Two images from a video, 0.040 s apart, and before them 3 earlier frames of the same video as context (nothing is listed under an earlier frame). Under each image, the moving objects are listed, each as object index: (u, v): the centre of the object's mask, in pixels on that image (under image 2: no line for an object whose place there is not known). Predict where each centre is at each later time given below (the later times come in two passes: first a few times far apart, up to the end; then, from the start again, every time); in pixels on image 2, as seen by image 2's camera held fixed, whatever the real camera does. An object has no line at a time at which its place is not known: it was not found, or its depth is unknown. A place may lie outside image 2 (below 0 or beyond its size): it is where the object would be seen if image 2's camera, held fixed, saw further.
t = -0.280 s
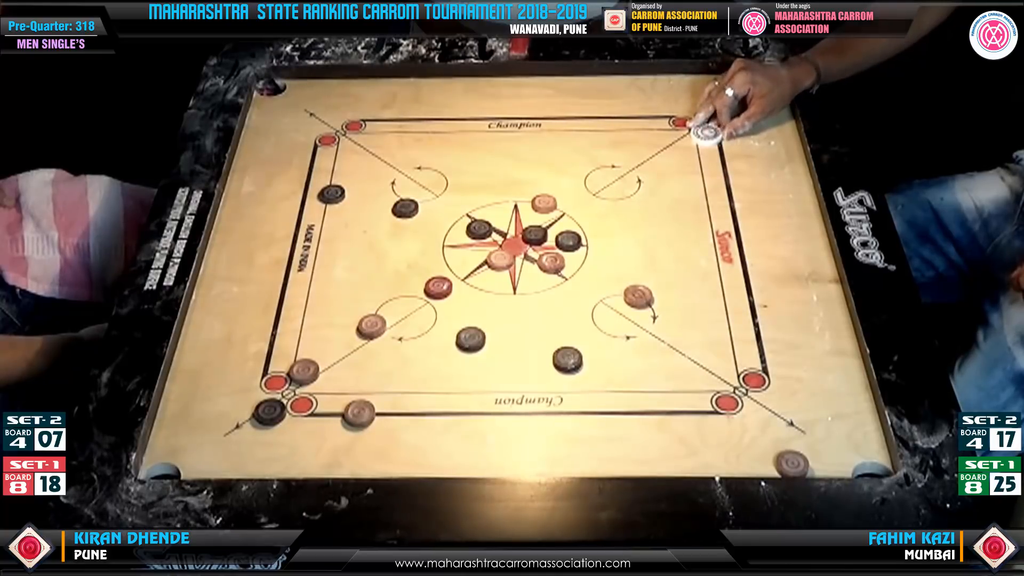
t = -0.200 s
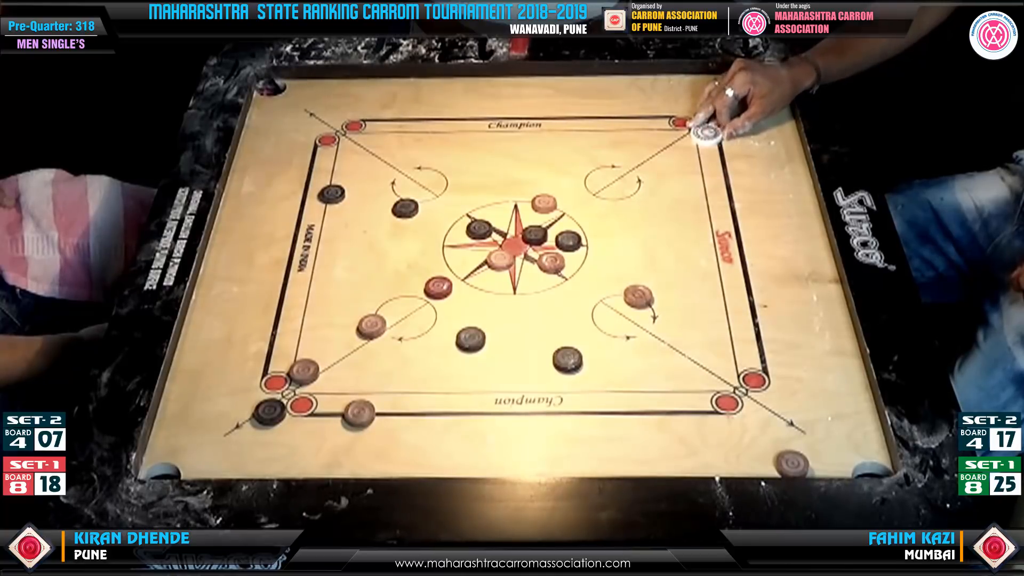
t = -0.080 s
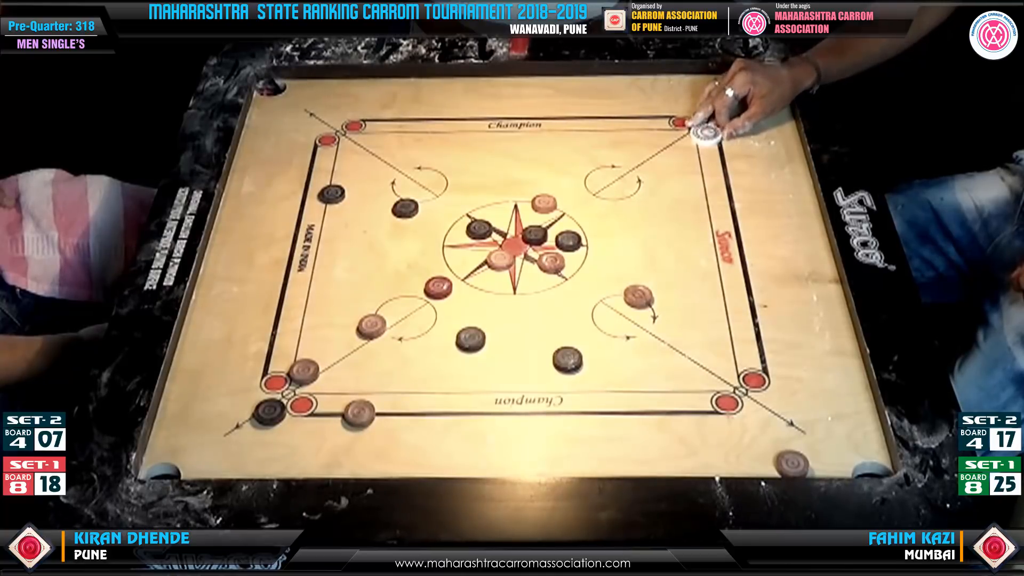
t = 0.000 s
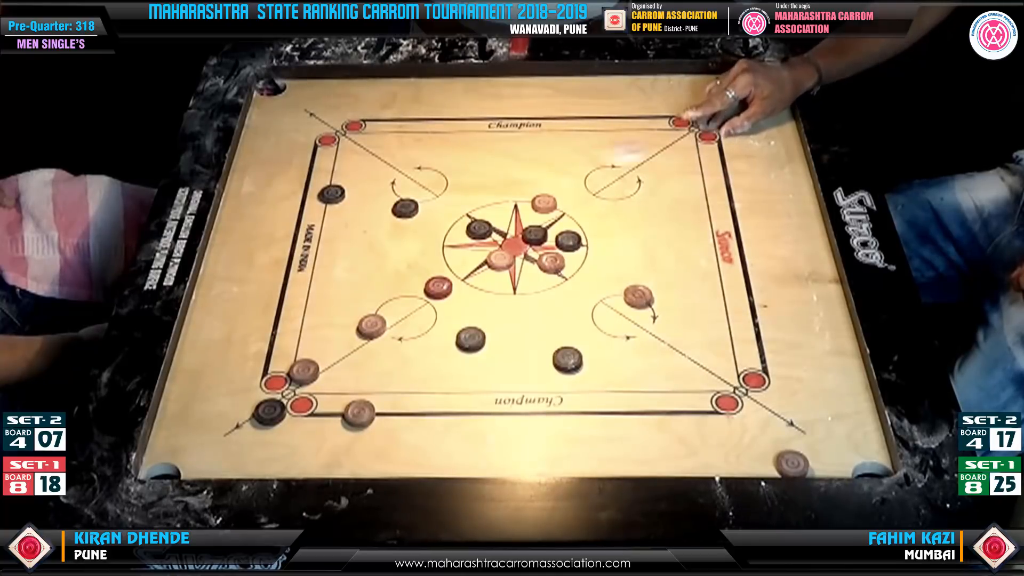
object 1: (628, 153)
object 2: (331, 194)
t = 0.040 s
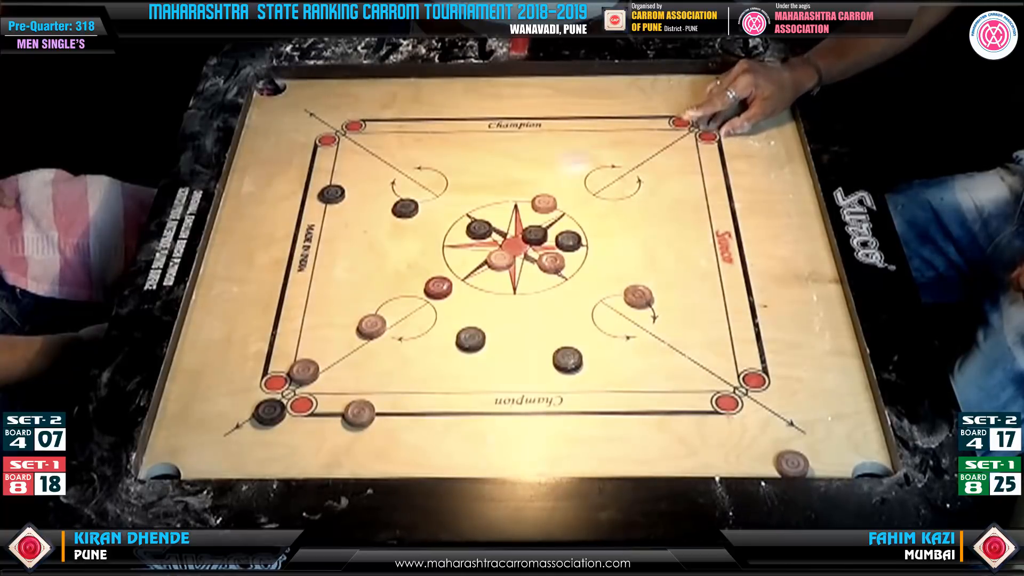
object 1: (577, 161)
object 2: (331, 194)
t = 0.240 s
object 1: (346, 193)
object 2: (289, 196)
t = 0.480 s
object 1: (326, 175)
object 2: (225, 266)
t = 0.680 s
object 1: (335, 165)
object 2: (257, 326)
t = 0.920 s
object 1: (335, 164)
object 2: (275, 367)
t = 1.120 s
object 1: (335, 164)
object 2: (274, 370)
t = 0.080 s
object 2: (331, 194)
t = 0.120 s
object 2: (331, 194)
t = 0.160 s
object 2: (331, 194)
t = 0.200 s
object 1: (377, 193)
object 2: (331, 194)
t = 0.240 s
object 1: (346, 193)
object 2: (289, 196)
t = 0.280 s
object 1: (328, 193)
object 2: (238, 200)
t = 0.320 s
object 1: (309, 193)
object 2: (270, 201)
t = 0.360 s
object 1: (312, 188)
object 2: (259, 216)
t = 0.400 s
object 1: (317, 183)
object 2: (238, 234)
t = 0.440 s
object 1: (322, 178)
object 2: (219, 250)
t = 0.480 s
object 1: (326, 175)
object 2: (225, 266)
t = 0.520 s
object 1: (330, 172)
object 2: (233, 279)
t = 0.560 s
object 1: (332, 169)
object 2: (240, 292)
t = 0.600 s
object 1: (333, 168)
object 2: (246, 304)
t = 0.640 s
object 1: (335, 166)
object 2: (252, 316)
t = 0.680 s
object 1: (335, 165)
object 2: (257, 326)
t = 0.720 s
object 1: (335, 164)
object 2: (261, 337)
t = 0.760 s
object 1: (335, 164)
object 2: (265, 345)
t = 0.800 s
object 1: (335, 164)
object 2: (269, 353)
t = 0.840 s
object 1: (335, 164)
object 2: (273, 359)
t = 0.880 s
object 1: (335, 164)
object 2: (275, 364)
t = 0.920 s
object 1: (335, 164)
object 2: (275, 367)
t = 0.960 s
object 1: (335, 164)
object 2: (274, 369)
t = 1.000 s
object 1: (335, 164)
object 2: (274, 370)
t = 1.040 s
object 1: (335, 164)
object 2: (274, 370)
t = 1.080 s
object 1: (335, 164)
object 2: (274, 370)
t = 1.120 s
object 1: (335, 164)
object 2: (274, 370)
